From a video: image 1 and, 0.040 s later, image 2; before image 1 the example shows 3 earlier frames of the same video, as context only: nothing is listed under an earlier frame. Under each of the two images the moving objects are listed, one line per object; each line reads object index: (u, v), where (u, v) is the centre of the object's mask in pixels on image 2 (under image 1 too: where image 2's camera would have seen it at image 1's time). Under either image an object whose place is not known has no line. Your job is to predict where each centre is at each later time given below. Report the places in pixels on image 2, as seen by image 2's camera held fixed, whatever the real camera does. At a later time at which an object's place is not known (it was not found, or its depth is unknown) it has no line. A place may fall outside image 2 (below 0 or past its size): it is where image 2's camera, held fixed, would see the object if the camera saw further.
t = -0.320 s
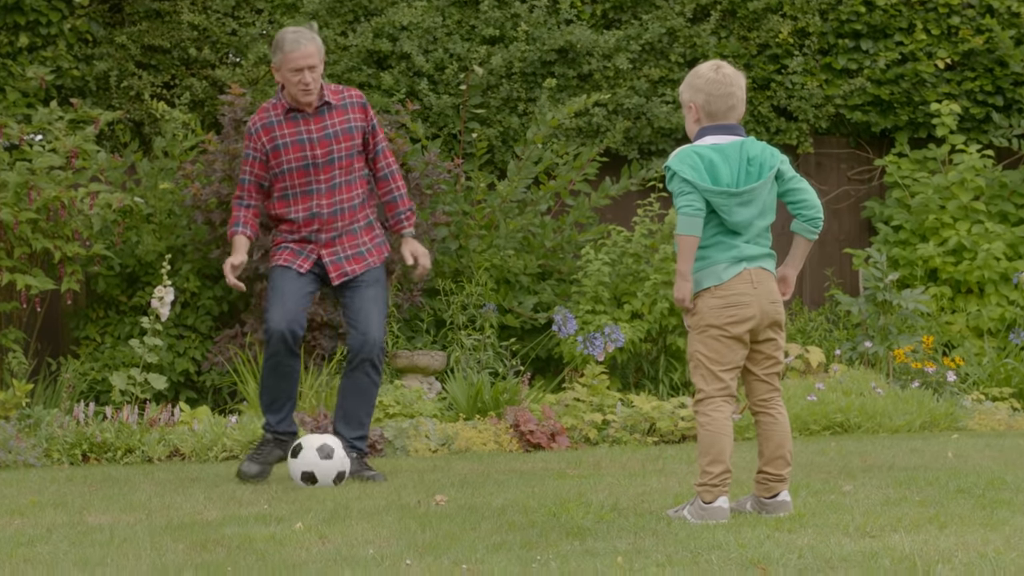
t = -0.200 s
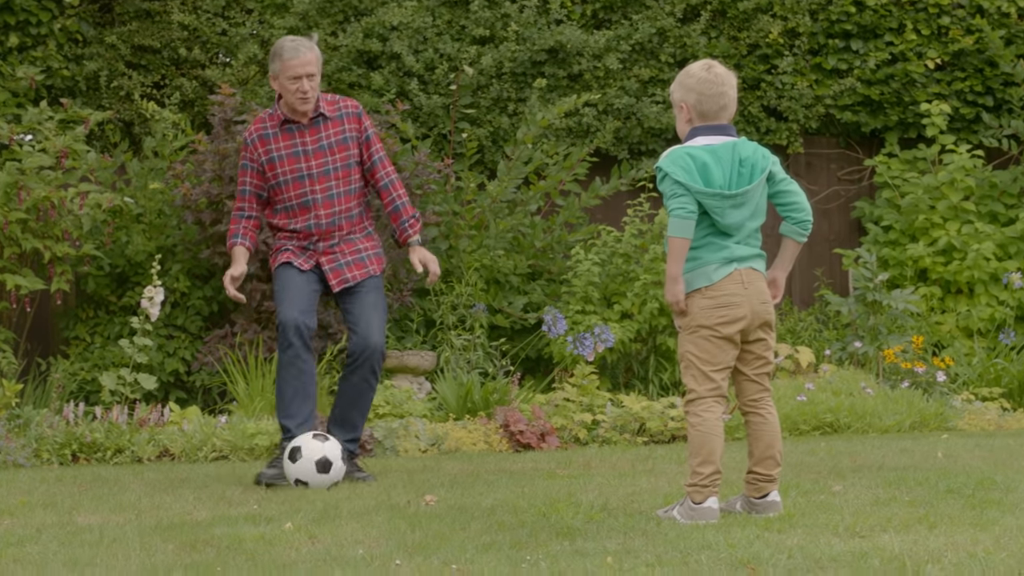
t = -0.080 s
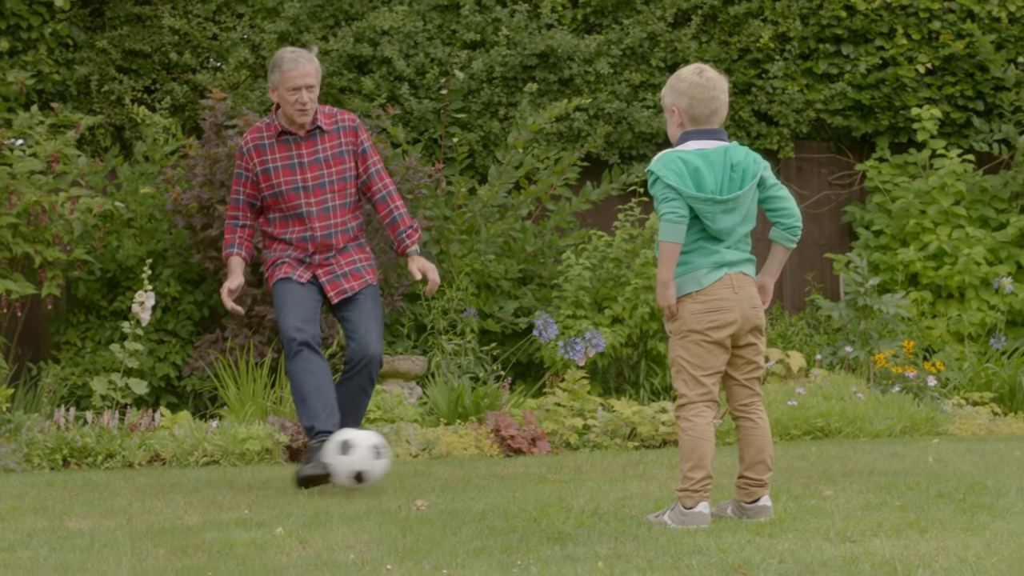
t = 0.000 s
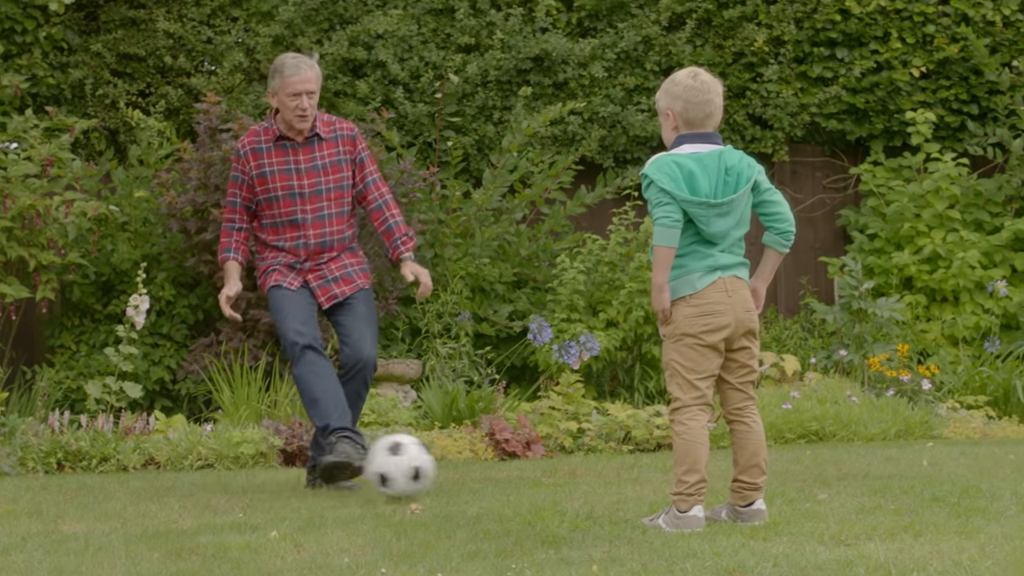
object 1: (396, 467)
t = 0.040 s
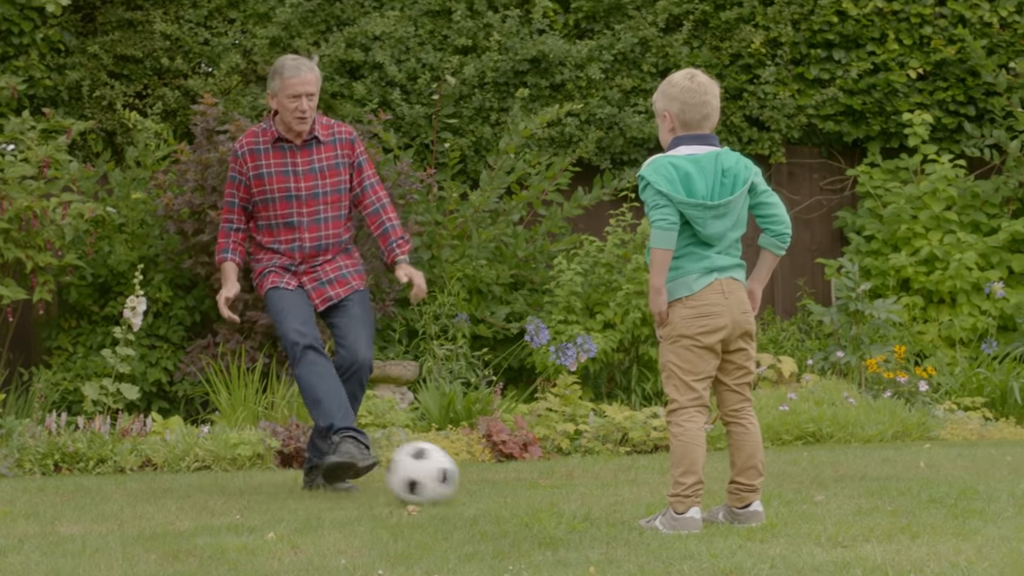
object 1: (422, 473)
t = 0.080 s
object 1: (445, 474)
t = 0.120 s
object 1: (464, 471)
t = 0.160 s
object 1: (485, 470)
